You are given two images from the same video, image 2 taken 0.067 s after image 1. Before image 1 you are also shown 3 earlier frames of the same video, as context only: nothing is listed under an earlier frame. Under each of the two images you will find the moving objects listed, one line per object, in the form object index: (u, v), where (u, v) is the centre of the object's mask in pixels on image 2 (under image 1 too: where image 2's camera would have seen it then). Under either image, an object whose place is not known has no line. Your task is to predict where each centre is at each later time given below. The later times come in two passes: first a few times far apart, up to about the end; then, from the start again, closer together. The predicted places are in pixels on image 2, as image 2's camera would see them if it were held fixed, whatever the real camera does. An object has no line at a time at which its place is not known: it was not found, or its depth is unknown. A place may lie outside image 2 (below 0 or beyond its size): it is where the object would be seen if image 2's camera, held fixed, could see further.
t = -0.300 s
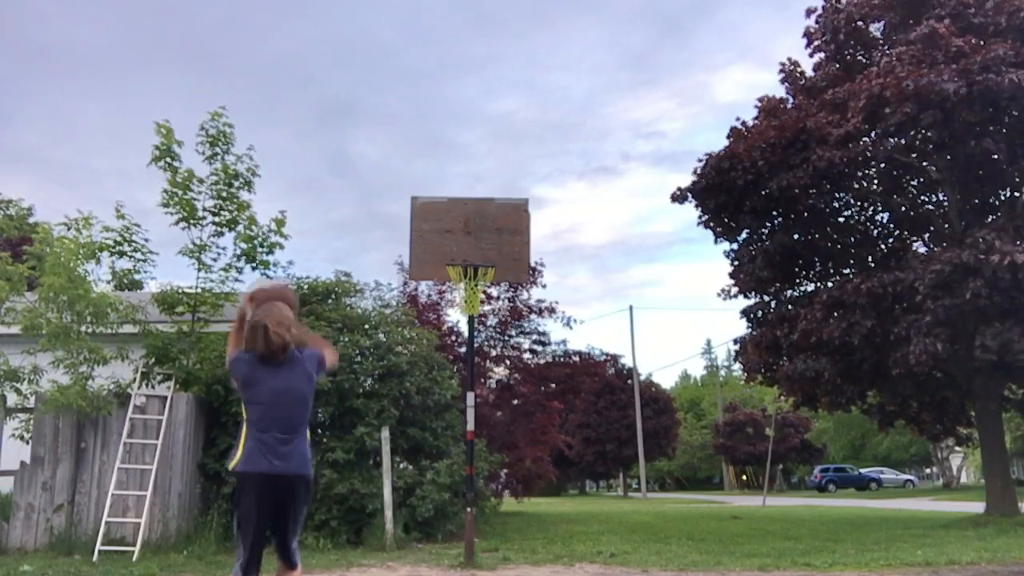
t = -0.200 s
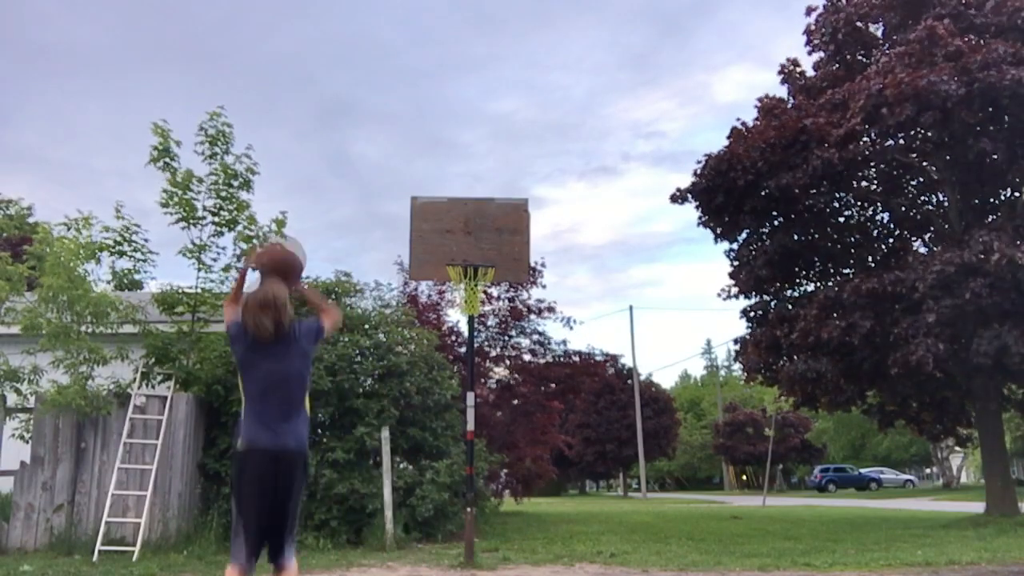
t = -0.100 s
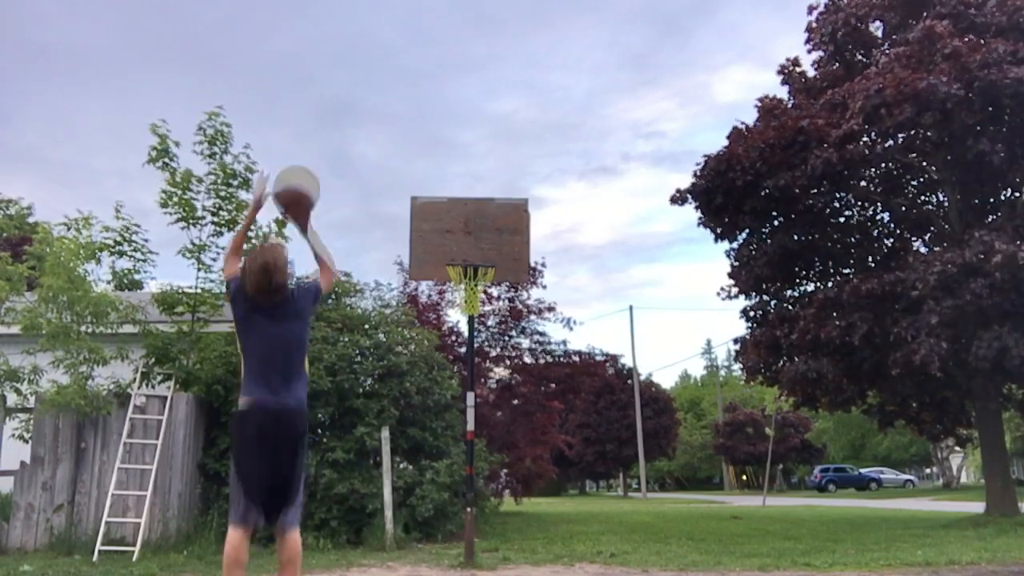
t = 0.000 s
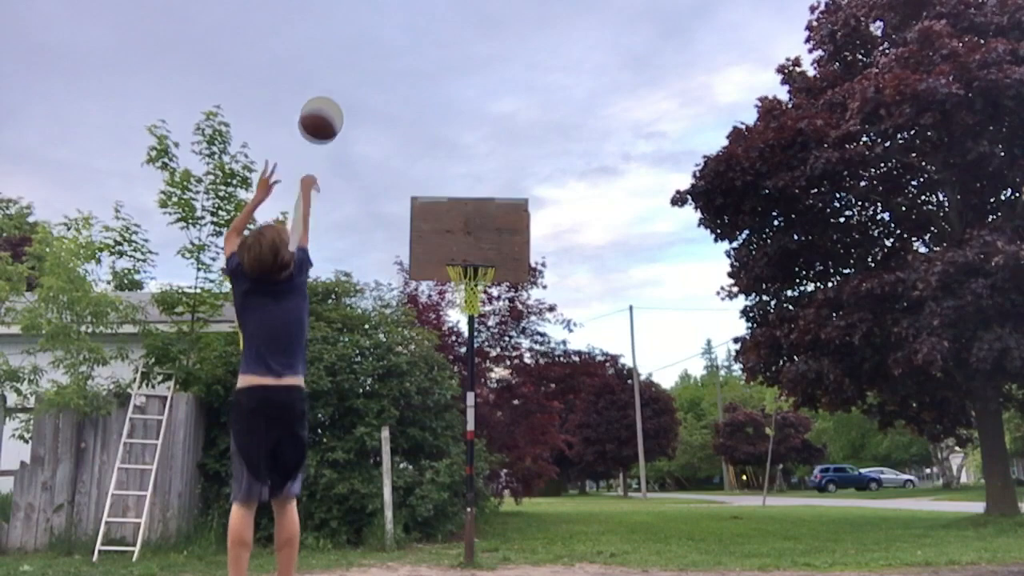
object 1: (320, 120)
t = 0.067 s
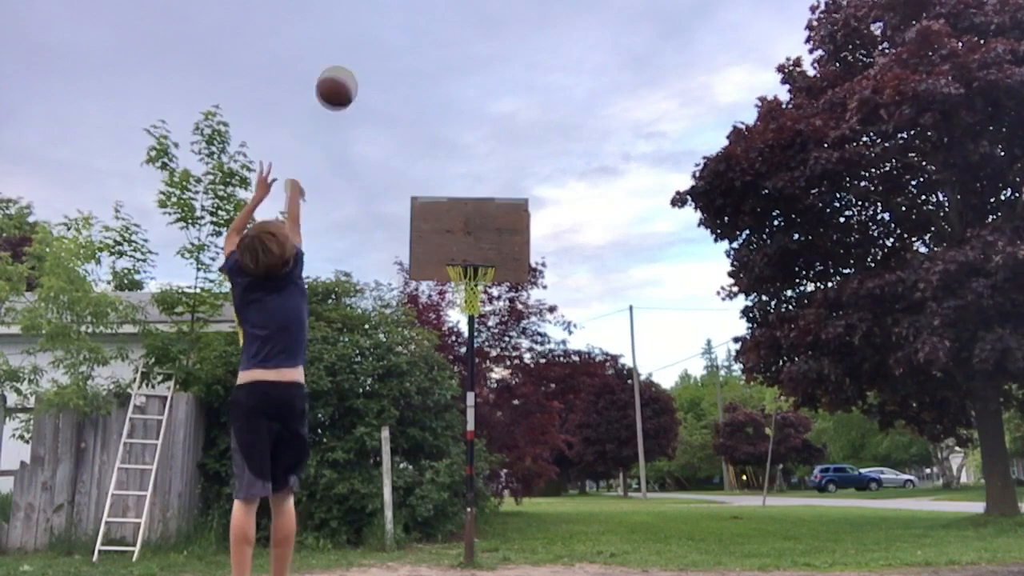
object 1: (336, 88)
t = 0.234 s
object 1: (369, 46)
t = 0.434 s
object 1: (398, 50)
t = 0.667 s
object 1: (425, 106)
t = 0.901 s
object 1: (445, 198)
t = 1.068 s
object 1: (470, 259)
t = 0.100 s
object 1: (344, 75)
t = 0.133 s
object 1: (350, 65)
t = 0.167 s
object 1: (357, 57)
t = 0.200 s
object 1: (363, 51)
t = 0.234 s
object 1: (369, 46)
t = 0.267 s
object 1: (374, 43)
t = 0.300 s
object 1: (379, 42)
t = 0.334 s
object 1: (384, 42)
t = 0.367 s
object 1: (389, 43)
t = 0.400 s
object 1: (394, 46)
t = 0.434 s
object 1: (398, 50)
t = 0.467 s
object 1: (403, 55)
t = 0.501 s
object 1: (407, 61)
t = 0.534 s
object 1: (411, 68)
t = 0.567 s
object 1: (415, 76)
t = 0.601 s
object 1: (418, 85)
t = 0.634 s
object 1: (422, 95)
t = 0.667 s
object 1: (425, 106)
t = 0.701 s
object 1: (428, 117)
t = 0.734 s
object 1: (431, 129)
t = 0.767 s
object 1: (434, 142)
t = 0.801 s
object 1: (437, 155)
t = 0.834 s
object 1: (440, 170)
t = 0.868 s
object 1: (443, 185)
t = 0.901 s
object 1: (445, 198)
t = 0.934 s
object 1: (447, 215)
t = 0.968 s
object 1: (449, 225)
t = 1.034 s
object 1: (458, 256)
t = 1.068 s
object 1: (470, 259)
